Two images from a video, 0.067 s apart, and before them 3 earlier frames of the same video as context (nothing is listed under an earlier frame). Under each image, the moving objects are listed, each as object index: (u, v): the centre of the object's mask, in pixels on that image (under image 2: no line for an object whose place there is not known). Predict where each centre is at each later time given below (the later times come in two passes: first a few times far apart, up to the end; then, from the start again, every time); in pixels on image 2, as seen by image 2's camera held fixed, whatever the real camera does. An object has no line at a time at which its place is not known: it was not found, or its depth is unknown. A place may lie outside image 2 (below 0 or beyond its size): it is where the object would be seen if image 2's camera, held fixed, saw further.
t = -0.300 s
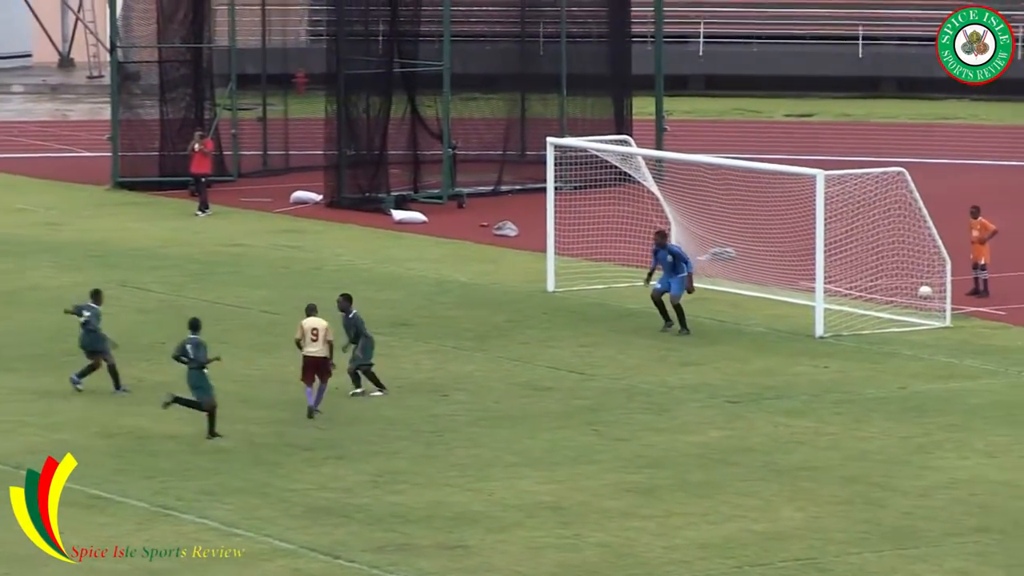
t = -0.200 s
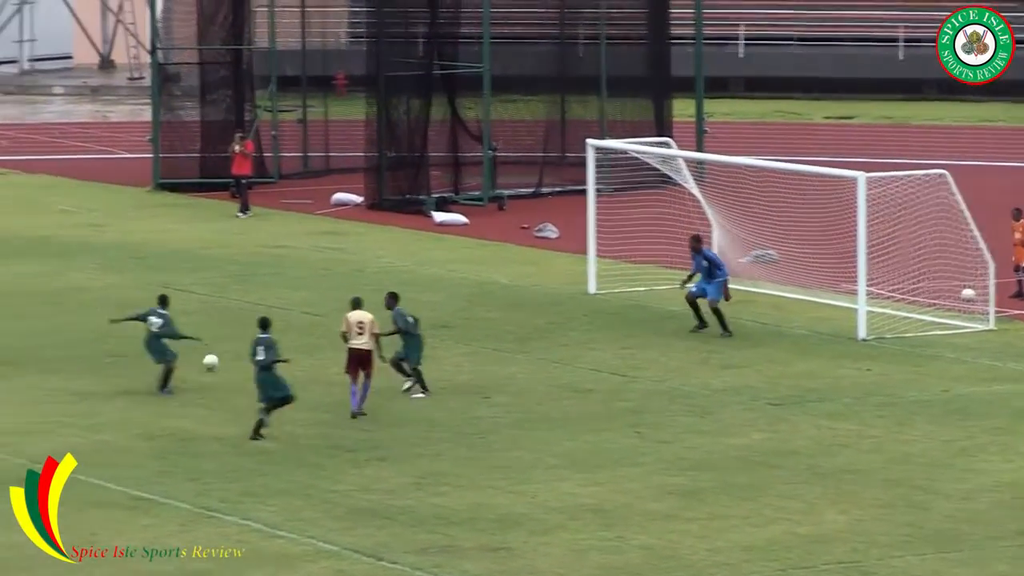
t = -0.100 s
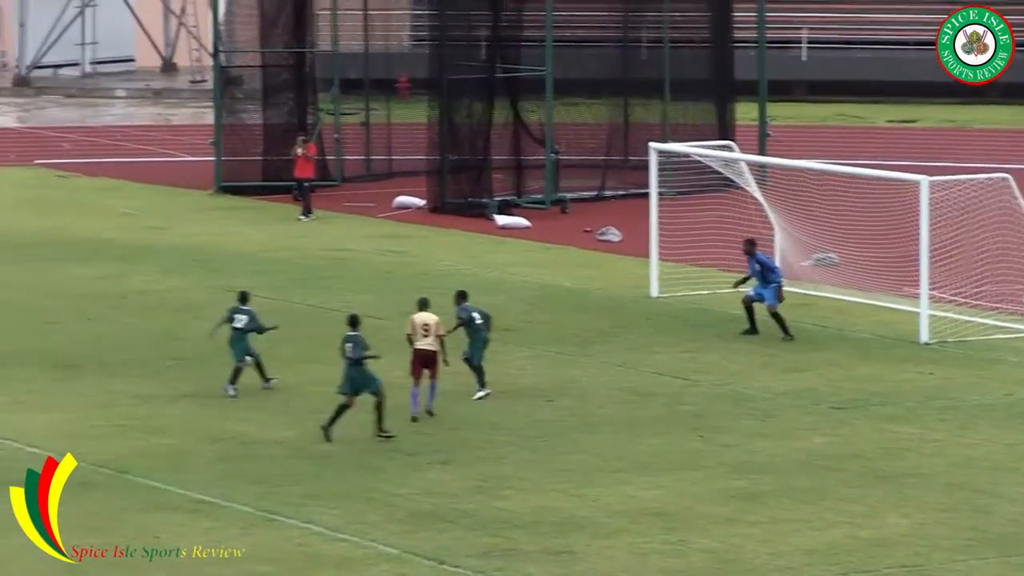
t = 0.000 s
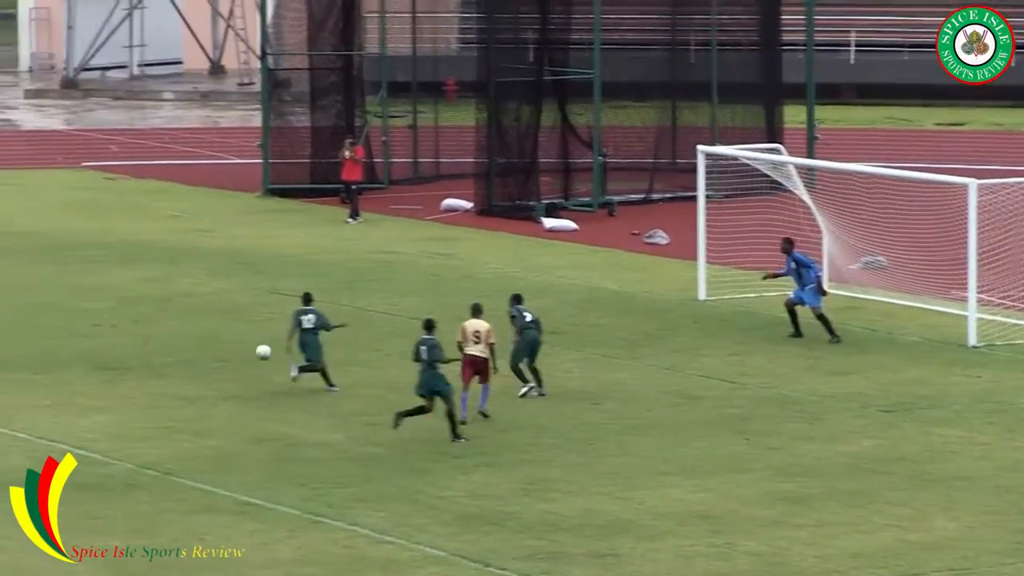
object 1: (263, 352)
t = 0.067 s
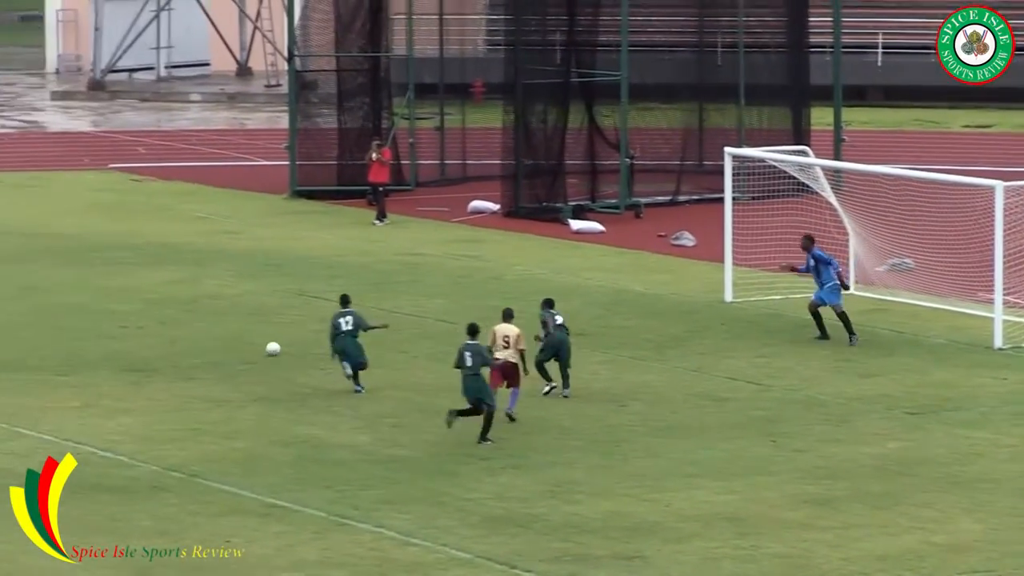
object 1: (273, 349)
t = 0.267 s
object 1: (227, 336)
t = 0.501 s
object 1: (187, 323)
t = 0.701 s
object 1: (157, 312)
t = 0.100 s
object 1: (264, 346)
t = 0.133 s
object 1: (257, 343)
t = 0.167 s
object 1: (249, 340)
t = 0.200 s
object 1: (242, 338)
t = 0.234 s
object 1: (234, 338)
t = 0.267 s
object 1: (227, 336)
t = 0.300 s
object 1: (221, 333)
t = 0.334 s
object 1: (215, 331)
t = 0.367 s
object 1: (208, 329)
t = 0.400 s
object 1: (202, 328)
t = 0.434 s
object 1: (197, 326)
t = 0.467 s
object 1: (192, 324)
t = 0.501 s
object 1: (187, 323)
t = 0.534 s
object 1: (181, 321)
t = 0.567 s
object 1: (176, 320)
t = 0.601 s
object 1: (171, 318)
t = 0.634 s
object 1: (166, 315)
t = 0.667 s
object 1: (162, 314)
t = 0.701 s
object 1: (157, 312)
